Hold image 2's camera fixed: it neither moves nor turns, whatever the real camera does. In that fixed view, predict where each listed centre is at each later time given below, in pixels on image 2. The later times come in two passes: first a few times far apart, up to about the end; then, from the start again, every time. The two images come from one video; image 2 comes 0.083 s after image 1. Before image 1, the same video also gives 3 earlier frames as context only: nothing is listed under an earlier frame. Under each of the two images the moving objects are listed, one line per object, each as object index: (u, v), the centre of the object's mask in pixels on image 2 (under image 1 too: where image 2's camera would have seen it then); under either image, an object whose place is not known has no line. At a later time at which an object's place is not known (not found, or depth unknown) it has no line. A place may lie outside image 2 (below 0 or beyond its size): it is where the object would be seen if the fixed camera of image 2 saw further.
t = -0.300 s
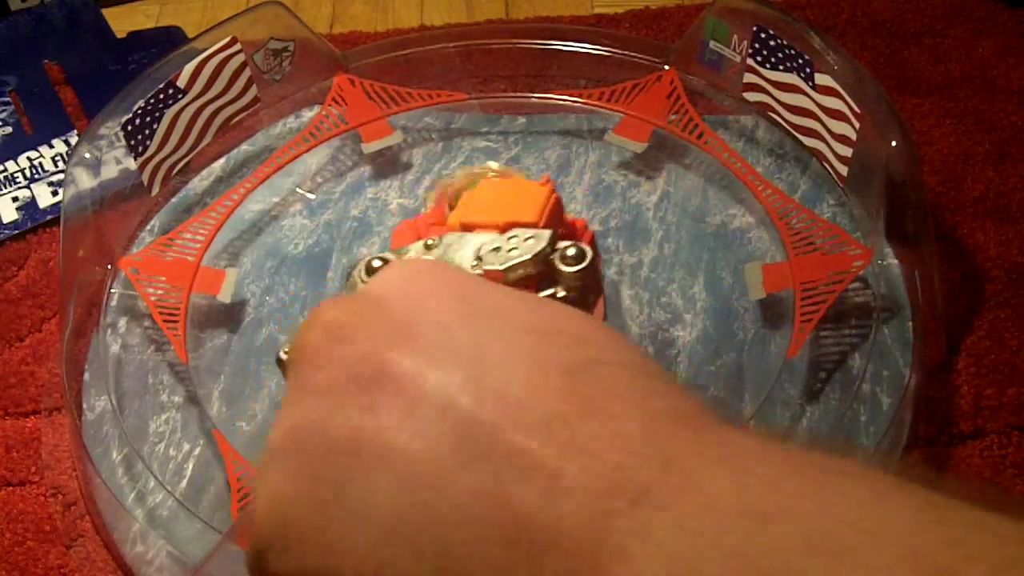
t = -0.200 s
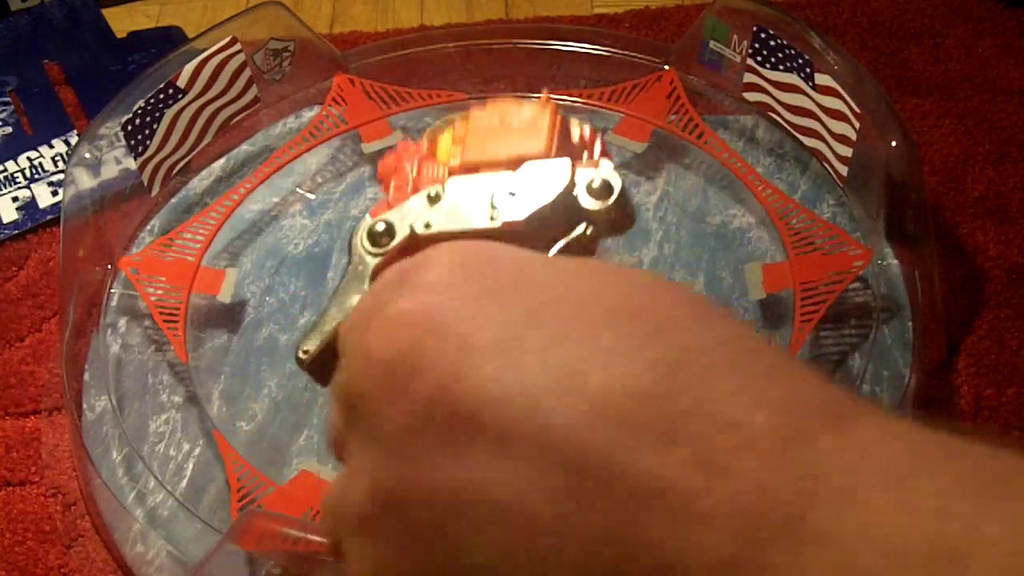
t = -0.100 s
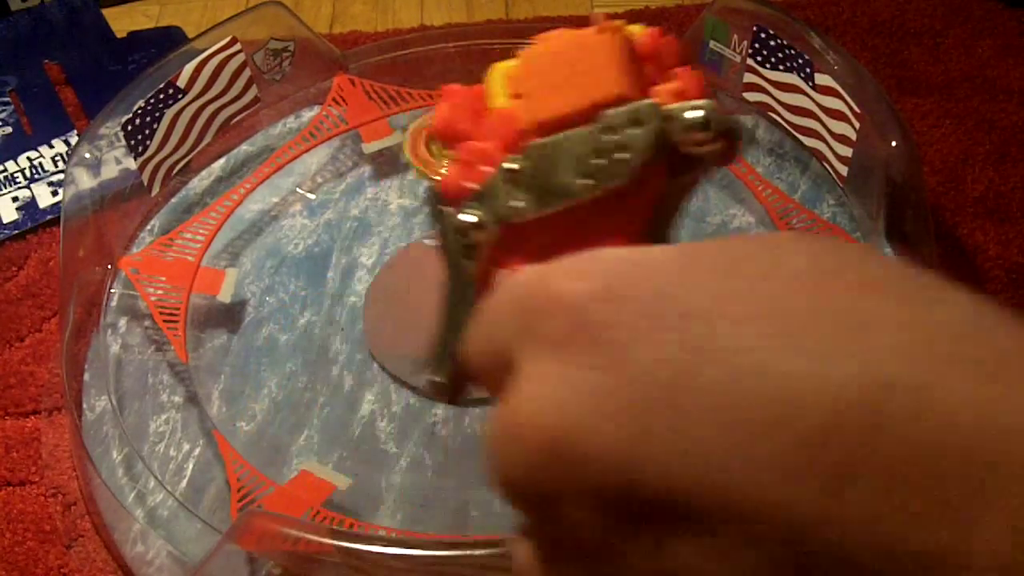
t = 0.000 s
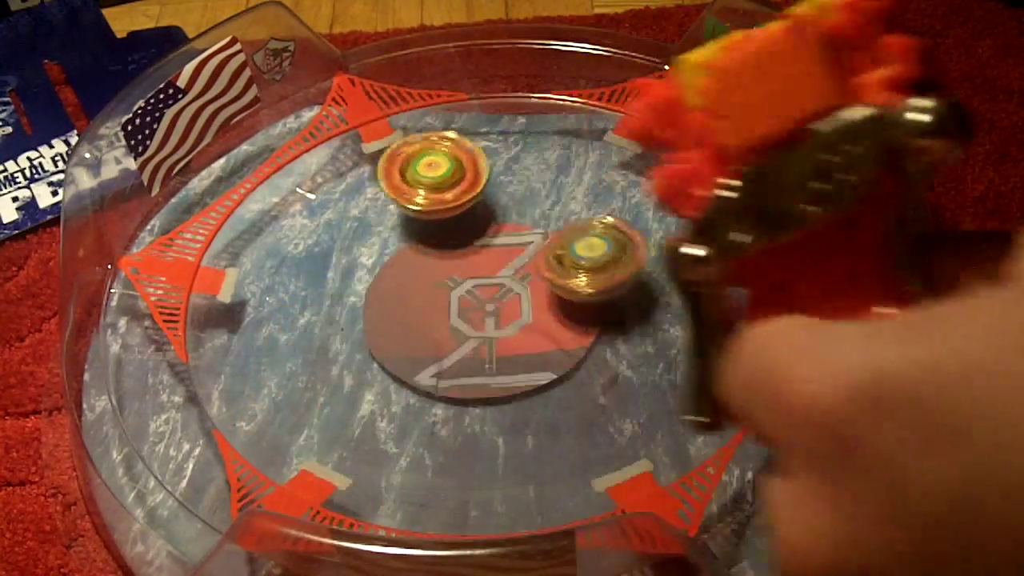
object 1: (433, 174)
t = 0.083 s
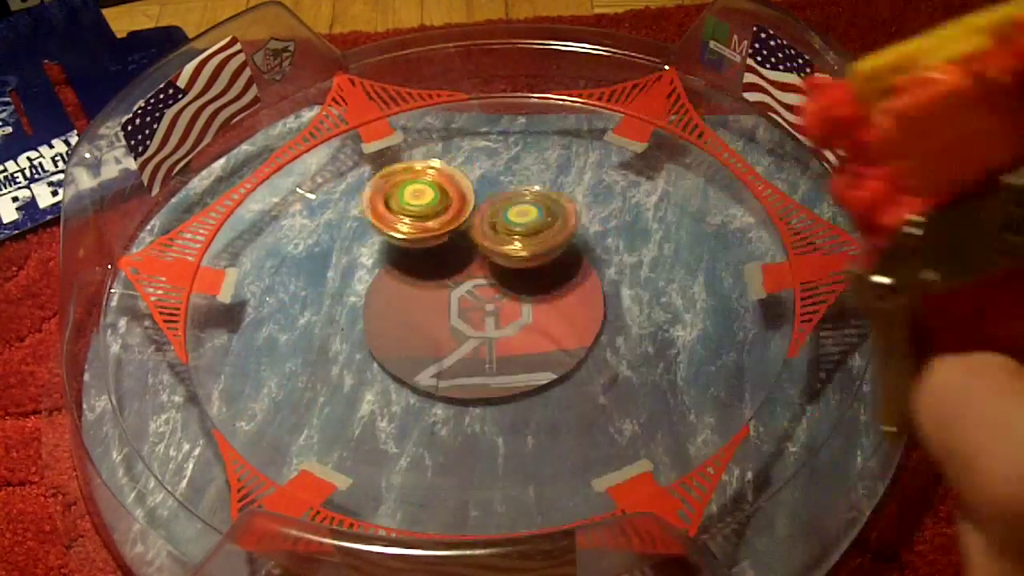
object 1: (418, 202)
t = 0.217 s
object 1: (307, 211)
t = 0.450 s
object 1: (298, 257)
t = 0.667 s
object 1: (379, 274)
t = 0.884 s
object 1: (445, 275)
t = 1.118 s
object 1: (398, 231)
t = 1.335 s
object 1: (166, 225)
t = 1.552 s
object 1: (292, 299)
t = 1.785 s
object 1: (313, 335)
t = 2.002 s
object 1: (283, 353)
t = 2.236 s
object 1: (416, 328)
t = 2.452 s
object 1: (190, 153)
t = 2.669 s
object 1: (412, 214)
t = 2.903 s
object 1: (628, 263)
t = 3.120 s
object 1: (651, 257)
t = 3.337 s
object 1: (561, 248)
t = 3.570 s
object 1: (516, 261)
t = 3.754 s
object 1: (505, 271)
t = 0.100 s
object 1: (400, 201)
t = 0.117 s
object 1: (378, 203)
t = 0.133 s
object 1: (362, 201)
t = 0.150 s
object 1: (347, 203)
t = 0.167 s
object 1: (334, 204)
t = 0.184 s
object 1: (323, 205)
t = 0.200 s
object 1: (314, 207)
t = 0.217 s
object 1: (307, 211)
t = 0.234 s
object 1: (301, 215)
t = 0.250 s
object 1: (297, 219)
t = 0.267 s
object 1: (296, 224)
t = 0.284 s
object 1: (295, 229)
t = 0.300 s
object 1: (296, 234)
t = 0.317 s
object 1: (297, 239)
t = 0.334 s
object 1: (299, 244)
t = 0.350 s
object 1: (301, 250)
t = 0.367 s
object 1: (305, 255)
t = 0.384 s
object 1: (307, 256)
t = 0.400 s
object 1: (303, 251)
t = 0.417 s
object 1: (300, 250)
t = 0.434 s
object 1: (298, 253)
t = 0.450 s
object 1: (298, 257)
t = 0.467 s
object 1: (299, 255)
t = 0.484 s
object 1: (302, 256)
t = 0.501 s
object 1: (307, 257)
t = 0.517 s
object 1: (313, 258)
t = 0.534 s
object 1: (319, 259)
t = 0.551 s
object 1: (326, 260)
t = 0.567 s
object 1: (333, 262)
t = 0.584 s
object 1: (339, 263)
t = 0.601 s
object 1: (348, 265)
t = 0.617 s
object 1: (356, 268)
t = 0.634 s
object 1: (364, 270)
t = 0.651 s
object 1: (372, 272)
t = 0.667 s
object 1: (379, 274)
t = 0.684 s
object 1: (387, 276)
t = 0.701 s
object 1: (394, 277)
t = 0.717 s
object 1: (401, 278)
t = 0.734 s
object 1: (407, 280)
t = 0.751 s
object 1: (414, 280)
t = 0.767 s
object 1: (420, 281)
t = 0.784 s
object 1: (425, 281)
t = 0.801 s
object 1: (431, 281)
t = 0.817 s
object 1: (436, 281)
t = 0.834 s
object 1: (441, 281)
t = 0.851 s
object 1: (444, 280)
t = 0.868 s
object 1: (446, 279)
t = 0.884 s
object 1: (445, 275)
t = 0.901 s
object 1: (444, 271)
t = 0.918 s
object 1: (443, 267)
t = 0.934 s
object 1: (443, 263)
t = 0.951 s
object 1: (443, 259)
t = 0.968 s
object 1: (442, 255)
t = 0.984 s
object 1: (443, 252)
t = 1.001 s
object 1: (444, 249)
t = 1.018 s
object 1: (444, 246)
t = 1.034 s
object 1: (442, 243)
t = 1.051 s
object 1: (439, 241)
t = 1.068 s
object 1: (437, 239)
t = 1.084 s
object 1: (436, 238)
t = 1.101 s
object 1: (435, 237)
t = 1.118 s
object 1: (398, 231)
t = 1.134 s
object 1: (357, 225)
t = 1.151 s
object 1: (318, 218)
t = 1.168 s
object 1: (281, 210)
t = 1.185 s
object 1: (248, 204)
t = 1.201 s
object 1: (217, 198)
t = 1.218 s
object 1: (204, 194)
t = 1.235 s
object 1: (194, 196)
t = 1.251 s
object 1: (185, 202)
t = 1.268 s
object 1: (177, 205)
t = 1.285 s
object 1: (171, 210)
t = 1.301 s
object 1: (168, 214)
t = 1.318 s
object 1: (165, 220)
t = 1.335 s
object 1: (166, 225)
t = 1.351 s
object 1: (169, 230)
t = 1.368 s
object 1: (173, 236)
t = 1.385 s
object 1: (178, 242)
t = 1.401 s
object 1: (185, 248)
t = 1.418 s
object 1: (194, 254)
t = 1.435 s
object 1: (203, 262)
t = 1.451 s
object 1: (213, 268)
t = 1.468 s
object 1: (224, 274)
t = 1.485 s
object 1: (236, 279)
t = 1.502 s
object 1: (248, 285)
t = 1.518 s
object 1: (262, 289)
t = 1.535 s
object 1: (277, 294)
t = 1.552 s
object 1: (292, 299)
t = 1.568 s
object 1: (308, 302)
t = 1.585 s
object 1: (325, 306)
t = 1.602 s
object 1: (342, 309)
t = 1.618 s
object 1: (358, 311)
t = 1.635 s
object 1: (376, 312)
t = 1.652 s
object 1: (392, 313)
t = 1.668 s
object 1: (409, 313)
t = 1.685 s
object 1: (420, 311)
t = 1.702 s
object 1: (407, 304)
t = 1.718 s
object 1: (388, 301)
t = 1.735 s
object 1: (367, 305)
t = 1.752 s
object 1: (348, 314)
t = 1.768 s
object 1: (331, 327)
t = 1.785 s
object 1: (313, 335)
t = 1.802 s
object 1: (298, 337)
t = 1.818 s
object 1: (284, 342)
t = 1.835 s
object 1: (273, 343)
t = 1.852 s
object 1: (264, 345)
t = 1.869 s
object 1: (257, 346)
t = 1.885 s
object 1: (253, 348)
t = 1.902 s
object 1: (253, 350)
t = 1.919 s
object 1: (255, 350)
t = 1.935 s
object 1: (258, 351)
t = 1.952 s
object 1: (263, 352)
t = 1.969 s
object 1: (268, 352)
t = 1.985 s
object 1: (275, 352)
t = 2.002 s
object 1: (283, 353)
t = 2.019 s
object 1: (291, 353)
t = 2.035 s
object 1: (300, 352)
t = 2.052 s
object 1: (309, 352)
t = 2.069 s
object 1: (318, 350)
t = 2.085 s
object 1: (327, 349)
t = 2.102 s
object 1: (337, 348)
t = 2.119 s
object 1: (347, 346)
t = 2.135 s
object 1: (357, 344)
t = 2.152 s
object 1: (367, 342)
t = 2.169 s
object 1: (378, 340)
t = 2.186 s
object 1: (387, 337)
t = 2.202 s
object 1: (397, 334)
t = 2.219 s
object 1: (407, 331)
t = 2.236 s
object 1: (416, 328)
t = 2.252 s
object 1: (423, 325)
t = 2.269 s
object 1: (432, 321)
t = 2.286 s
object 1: (441, 318)
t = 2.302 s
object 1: (400, 308)
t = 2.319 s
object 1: (347, 286)
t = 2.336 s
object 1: (291, 267)
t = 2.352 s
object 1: (243, 245)
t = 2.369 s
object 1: (193, 221)
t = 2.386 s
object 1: (167, 194)
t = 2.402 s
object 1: (171, 179)
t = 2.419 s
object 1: (175, 164)
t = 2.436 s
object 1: (182, 157)
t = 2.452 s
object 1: (190, 153)
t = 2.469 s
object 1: (202, 156)
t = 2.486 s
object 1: (210, 162)
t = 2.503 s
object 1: (224, 172)
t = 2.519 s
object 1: (239, 186)
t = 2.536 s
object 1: (257, 181)
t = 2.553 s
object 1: (270, 180)
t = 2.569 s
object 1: (290, 186)
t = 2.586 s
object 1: (308, 188)
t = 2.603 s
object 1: (332, 192)
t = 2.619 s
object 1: (349, 197)
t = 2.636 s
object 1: (369, 201)
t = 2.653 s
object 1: (389, 208)
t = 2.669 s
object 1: (412, 214)
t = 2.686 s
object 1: (430, 218)
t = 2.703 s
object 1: (451, 224)
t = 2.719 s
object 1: (468, 228)
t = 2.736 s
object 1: (490, 234)
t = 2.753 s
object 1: (504, 237)
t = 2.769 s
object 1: (522, 243)
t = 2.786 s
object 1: (538, 245)
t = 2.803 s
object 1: (555, 250)
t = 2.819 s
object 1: (568, 251)
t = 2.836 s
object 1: (583, 255)
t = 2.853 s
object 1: (595, 257)
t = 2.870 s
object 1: (610, 260)
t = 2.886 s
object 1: (618, 261)
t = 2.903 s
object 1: (628, 263)
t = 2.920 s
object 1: (637, 264)
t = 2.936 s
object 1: (646, 265)
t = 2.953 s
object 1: (649, 265)
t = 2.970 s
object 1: (655, 265)
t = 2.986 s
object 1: (658, 265)
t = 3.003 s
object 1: (662, 264)
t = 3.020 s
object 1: (662, 263)
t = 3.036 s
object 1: (663, 263)
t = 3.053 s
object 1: (663, 262)
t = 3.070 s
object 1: (661, 261)
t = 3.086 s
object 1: (658, 260)
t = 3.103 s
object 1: (655, 259)
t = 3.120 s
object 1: (651, 257)
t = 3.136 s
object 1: (646, 256)
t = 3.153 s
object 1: (639, 255)
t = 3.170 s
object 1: (635, 254)
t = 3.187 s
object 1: (628, 252)
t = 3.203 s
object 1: (621, 251)
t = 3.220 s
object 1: (612, 251)
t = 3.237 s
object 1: (606, 250)
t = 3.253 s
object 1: (597, 248)
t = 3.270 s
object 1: (589, 247)
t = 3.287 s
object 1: (583, 248)
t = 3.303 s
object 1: (576, 247)
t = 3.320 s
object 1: (568, 247)
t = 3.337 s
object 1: (561, 248)
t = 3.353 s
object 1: (556, 248)
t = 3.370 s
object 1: (550, 248)
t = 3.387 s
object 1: (545, 249)
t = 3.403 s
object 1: (540, 251)
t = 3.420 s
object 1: (537, 252)
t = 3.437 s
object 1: (532, 252)
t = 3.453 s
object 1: (529, 254)
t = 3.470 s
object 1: (527, 255)
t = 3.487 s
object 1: (525, 255)
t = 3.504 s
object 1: (522, 256)
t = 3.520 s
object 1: (520, 258)
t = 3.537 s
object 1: (520, 259)
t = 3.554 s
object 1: (518, 259)
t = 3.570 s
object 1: (516, 261)
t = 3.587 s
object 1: (515, 262)
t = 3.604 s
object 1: (515, 262)
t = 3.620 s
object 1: (512, 263)
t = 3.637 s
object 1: (511, 265)
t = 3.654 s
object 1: (512, 265)
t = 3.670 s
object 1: (510, 266)
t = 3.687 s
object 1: (508, 267)
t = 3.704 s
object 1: (508, 269)
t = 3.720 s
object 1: (507, 269)
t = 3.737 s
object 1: (506, 270)
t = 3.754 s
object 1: (505, 271)
